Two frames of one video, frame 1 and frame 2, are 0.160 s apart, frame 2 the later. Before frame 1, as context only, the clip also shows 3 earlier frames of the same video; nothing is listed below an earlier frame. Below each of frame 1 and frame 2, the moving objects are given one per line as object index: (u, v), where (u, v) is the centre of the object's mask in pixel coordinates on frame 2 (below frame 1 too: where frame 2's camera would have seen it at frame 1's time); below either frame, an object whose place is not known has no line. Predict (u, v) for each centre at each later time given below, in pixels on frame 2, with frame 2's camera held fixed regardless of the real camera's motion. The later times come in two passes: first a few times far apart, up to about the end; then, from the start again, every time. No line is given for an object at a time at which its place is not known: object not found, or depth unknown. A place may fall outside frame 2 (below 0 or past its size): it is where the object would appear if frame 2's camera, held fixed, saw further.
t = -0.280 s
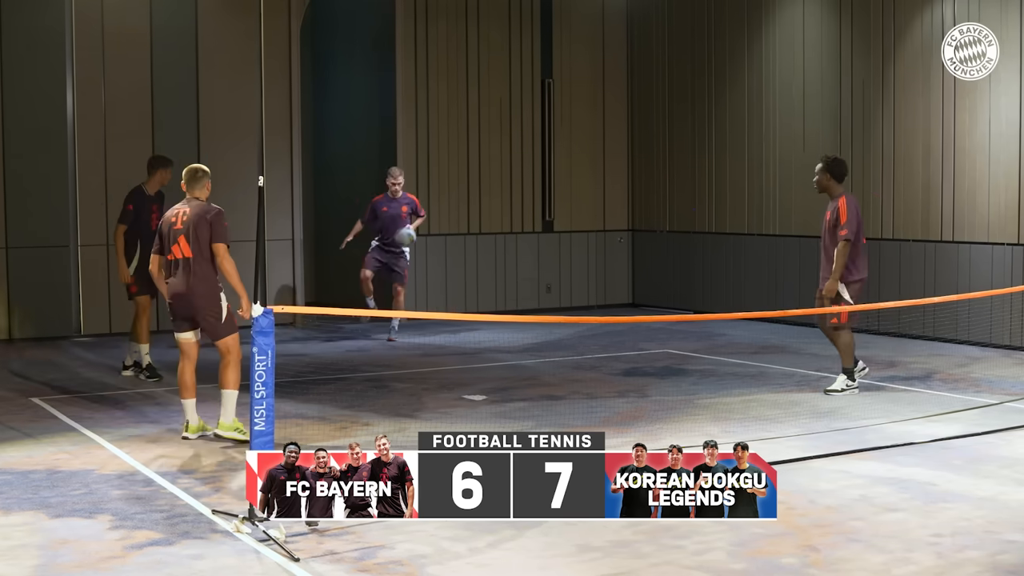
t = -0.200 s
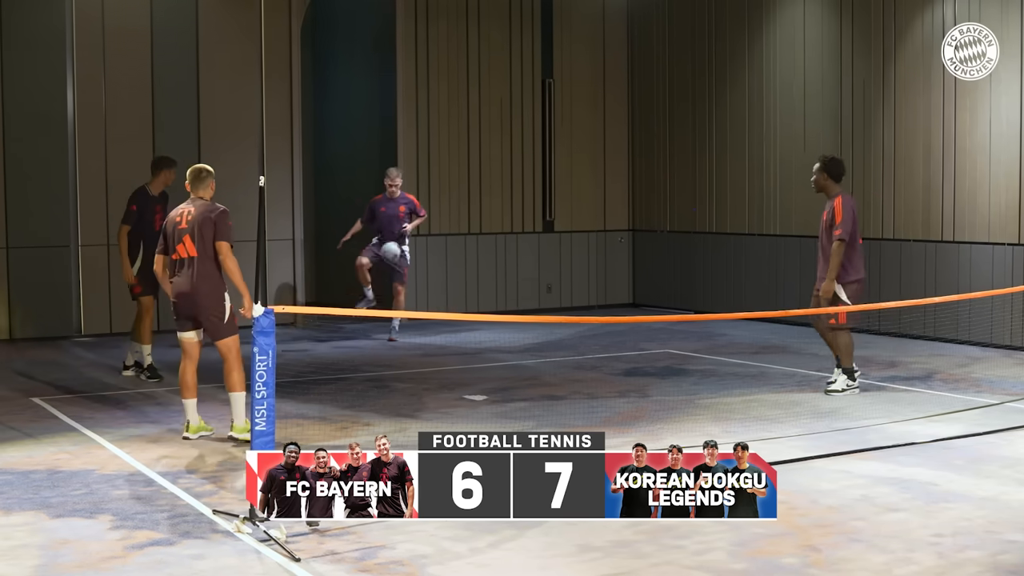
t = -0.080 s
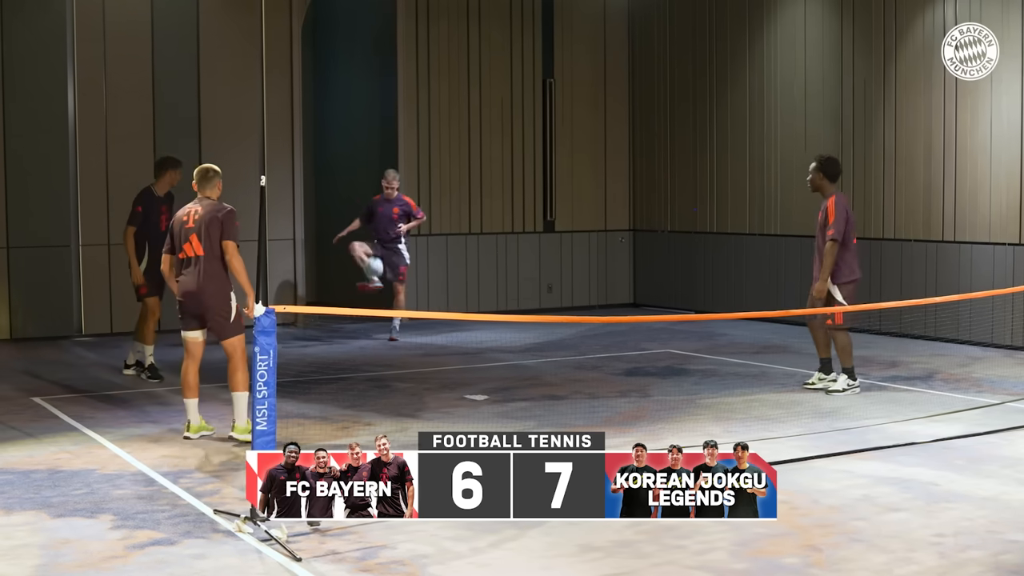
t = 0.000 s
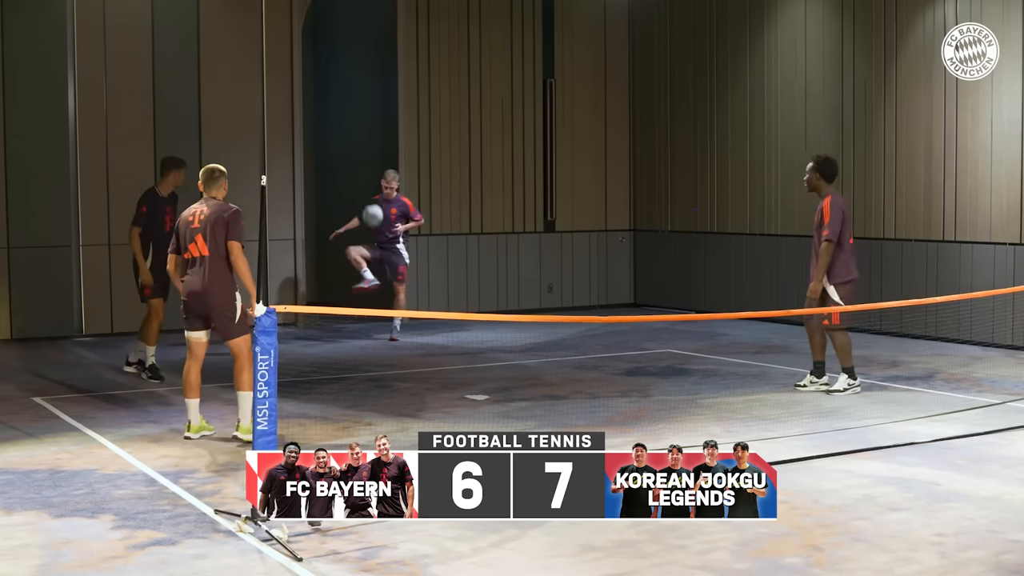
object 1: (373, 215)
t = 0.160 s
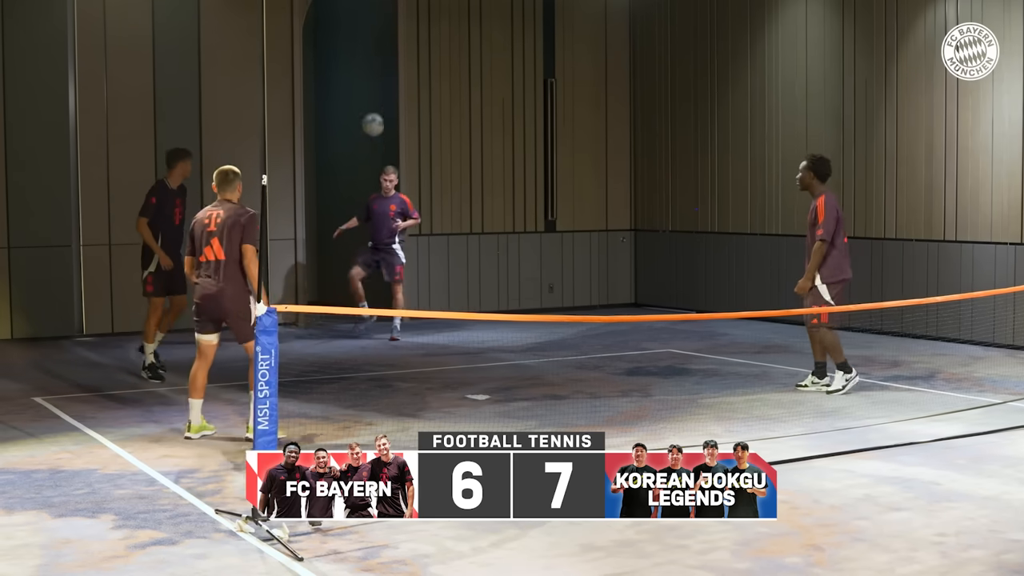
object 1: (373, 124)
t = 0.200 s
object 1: (373, 109)
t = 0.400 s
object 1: (374, 35)
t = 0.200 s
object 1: (373, 109)
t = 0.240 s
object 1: (373, 94)
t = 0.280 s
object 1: (373, 74)
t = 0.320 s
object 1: (373, 62)
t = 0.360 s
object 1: (374, 45)
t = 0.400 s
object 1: (374, 35)
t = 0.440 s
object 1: (374, 26)
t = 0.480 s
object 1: (374, 15)
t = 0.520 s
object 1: (375, 10)
